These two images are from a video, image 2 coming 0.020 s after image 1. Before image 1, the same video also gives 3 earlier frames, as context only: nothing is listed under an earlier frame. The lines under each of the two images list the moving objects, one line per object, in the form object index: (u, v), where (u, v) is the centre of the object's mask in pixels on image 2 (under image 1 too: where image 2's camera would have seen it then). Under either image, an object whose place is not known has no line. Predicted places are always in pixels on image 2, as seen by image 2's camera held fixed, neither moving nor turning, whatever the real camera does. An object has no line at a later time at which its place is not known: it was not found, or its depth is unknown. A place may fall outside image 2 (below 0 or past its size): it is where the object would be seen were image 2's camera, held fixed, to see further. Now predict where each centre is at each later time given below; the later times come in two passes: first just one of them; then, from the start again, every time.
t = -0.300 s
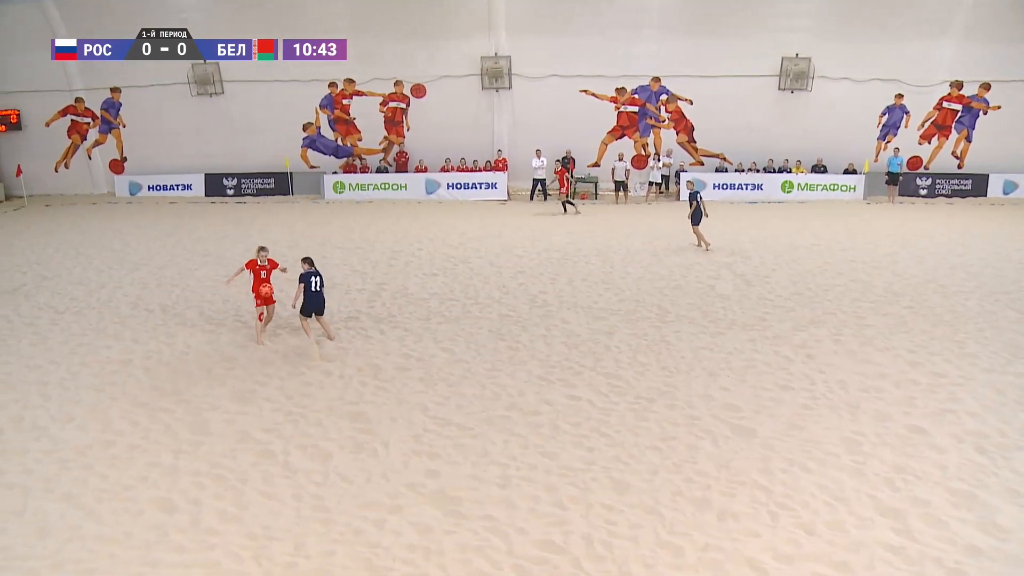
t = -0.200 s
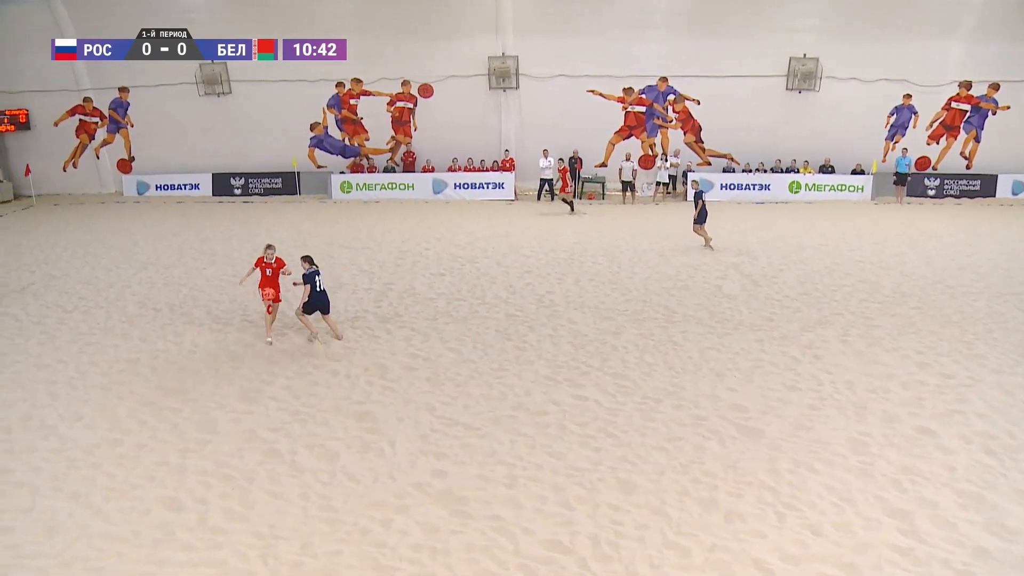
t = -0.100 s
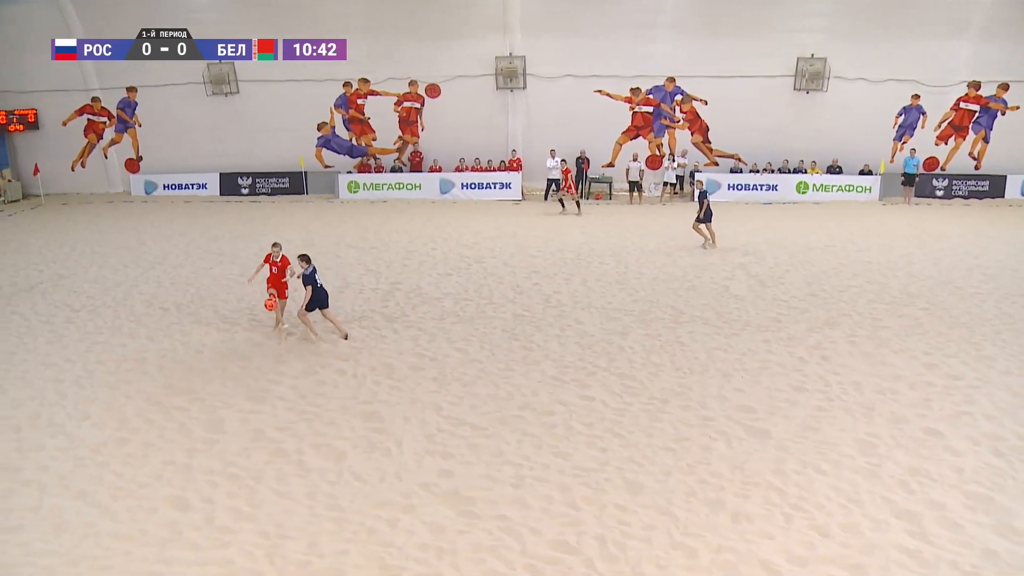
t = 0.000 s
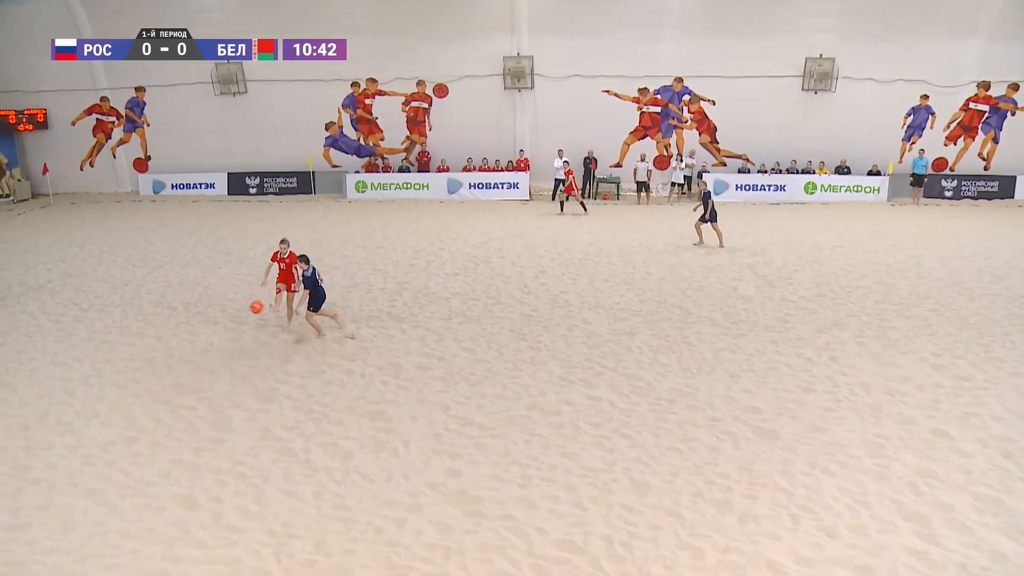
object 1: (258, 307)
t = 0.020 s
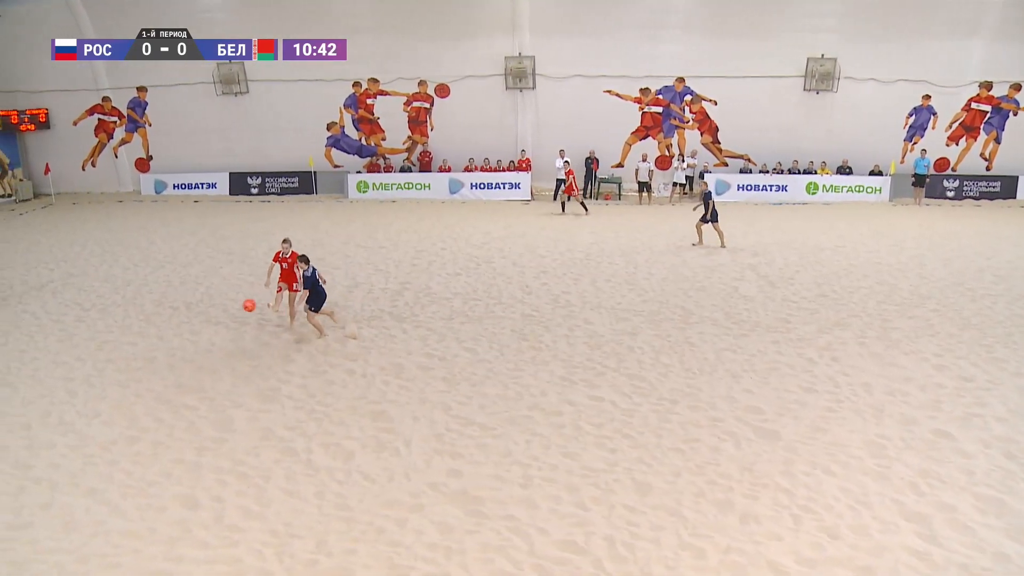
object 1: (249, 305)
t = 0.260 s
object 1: (149, 305)
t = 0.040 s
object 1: (241, 304)
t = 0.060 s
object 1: (232, 303)
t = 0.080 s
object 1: (224, 301)
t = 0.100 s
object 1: (215, 301)
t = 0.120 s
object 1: (207, 301)
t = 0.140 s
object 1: (198, 301)
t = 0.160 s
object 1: (190, 301)
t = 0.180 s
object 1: (182, 301)
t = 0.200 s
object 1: (173, 302)
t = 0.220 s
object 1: (165, 303)
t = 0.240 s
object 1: (157, 304)
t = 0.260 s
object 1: (149, 305)
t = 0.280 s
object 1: (141, 307)
